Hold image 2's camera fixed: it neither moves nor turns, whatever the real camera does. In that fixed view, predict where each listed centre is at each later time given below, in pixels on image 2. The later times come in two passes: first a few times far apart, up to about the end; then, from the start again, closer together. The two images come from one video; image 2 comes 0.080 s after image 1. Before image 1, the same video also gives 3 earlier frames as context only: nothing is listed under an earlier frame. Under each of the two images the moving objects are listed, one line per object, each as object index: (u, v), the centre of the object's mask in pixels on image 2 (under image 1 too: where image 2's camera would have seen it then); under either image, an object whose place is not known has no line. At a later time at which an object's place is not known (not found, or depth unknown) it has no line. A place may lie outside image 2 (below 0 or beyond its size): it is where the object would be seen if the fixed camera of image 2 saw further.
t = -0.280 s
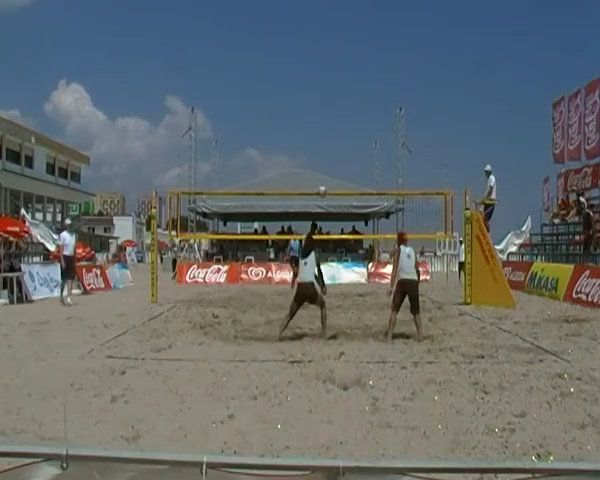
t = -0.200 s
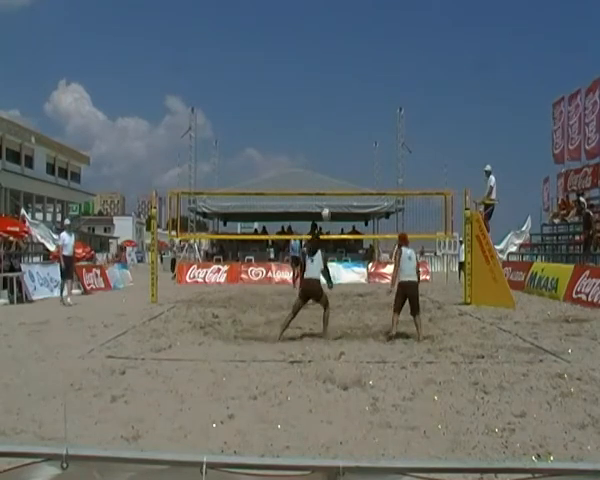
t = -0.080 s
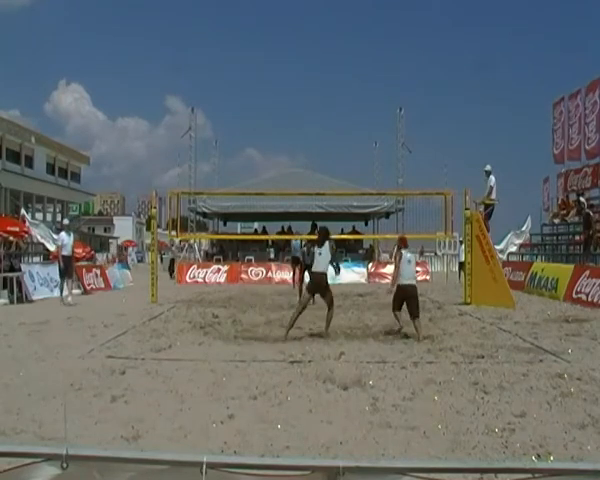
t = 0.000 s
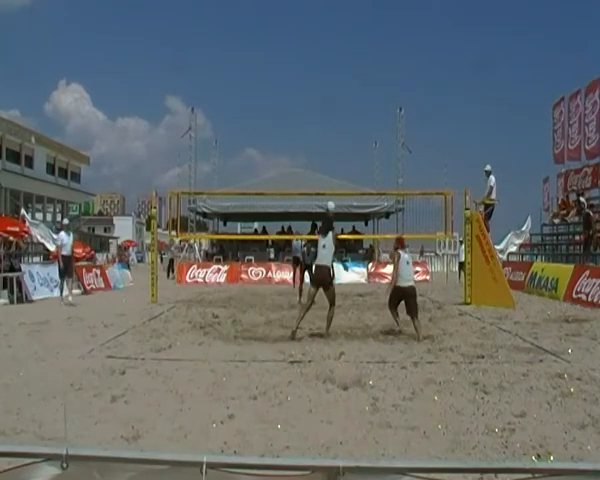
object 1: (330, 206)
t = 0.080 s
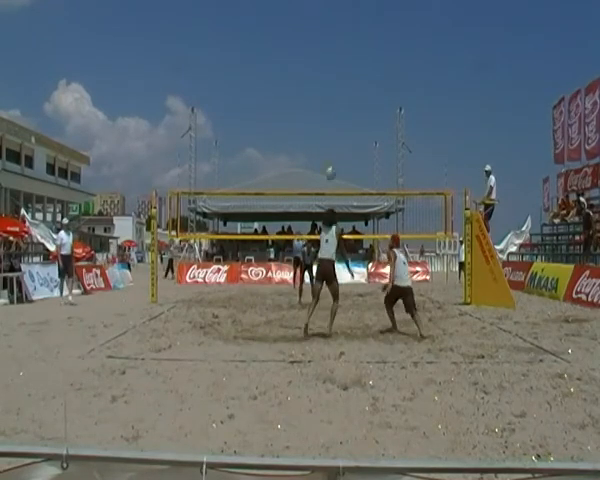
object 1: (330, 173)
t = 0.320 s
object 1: (330, 99)
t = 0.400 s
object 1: (331, 83)
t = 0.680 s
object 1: (328, 62)
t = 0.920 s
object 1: (326, 76)
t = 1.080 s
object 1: (326, 103)
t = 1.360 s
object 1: (324, 175)
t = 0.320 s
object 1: (330, 99)
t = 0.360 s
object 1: (331, 90)
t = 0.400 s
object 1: (331, 83)
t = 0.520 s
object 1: (329, 68)
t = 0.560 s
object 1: (330, 65)
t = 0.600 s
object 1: (330, 62)
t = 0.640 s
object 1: (329, 62)
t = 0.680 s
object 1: (328, 62)
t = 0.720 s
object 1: (328, 61)
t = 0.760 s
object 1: (328, 63)
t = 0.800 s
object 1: (329, 64)
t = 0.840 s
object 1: (328, 68)
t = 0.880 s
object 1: (328, 72)
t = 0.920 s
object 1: (326, 76)
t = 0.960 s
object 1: (327, 82)
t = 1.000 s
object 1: (327, 88)
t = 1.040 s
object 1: (327, 94)
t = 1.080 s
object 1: (326, 103)
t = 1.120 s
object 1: (326, 112)
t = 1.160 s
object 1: (325, 120)
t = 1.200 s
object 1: (326, 130)
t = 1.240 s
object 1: (326, 140)
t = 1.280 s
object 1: (325, 152)
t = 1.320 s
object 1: (325, 164)
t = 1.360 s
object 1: (324, 175)
